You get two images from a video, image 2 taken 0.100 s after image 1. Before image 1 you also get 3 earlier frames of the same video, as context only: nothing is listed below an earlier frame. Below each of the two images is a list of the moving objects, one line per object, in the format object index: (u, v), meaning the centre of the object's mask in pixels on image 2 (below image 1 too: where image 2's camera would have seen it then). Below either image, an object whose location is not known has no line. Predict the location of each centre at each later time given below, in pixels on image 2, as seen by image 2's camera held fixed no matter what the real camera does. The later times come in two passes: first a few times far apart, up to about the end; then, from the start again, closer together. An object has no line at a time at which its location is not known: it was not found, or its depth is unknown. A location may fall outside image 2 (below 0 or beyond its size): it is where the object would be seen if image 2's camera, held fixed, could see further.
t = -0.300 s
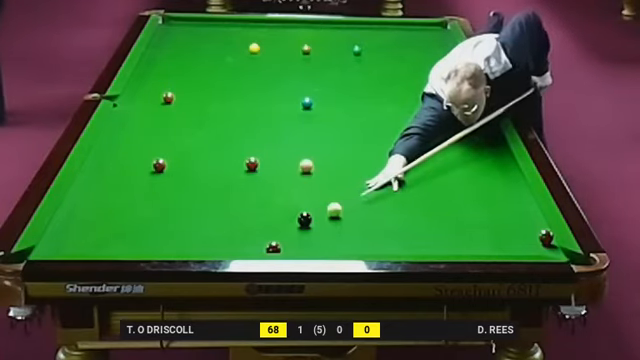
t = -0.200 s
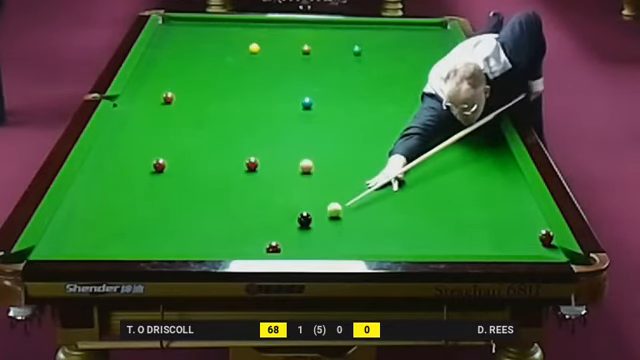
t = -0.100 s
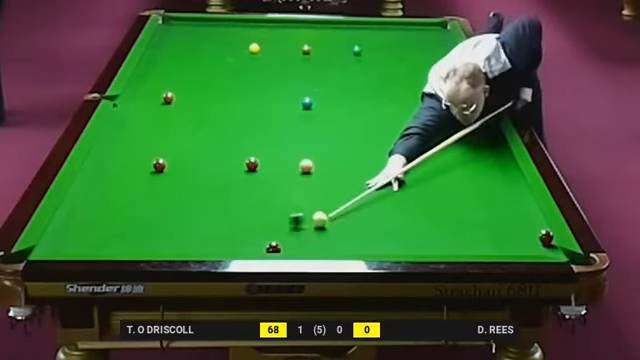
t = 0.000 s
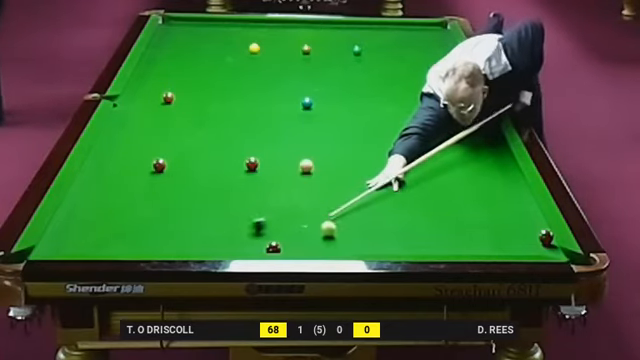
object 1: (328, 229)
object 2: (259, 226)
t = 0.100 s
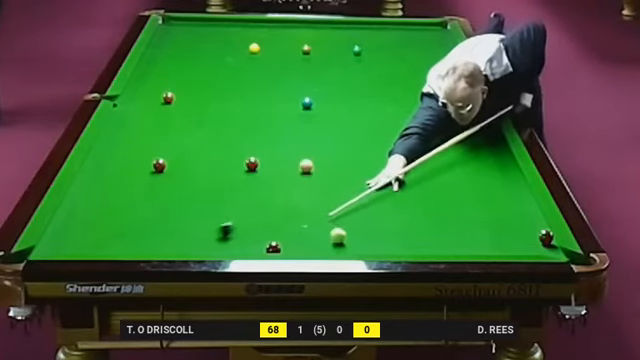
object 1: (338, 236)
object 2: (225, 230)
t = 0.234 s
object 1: (351, 243)
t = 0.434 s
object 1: (371, 250)
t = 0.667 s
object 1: (394, 245)
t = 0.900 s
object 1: (415, 238)
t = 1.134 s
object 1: (435, 231)
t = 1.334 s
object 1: (450, 226)
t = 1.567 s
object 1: (467, 220)
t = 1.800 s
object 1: (482, 215)
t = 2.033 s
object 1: (496, 210)
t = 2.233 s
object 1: (501, 205)
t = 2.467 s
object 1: (519, 202)
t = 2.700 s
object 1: (529, 199)
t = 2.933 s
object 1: (521, 197)
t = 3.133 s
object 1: (514, 196)
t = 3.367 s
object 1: (508, 194)
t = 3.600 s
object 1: (503, 194)
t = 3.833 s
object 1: (499, 193)
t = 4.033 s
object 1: (497, 192)
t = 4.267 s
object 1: (496, 192)
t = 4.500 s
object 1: (496, 192)
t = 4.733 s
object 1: (496, 192)
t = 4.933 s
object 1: (496, 192)
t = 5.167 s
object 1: (496, 192)
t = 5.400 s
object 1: (496, 192)
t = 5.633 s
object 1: (496, 192)
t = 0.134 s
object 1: (341, 238)
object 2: (215, 232)
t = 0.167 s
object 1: (344, 239)
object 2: (203, 233)
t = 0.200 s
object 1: (347, 241)
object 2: (193, 234)
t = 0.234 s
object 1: (351, 243)
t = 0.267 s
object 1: (354, 244)
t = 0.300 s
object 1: (358, 245)
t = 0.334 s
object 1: (361, 247)
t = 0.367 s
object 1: (365, 247)
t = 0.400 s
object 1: (368, 249)
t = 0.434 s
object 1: (371, 250)
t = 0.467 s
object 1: (375, 250)
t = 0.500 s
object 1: (379, 248)
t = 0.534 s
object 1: (382, 248)
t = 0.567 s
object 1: (385, 247)
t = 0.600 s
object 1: (388, 246)
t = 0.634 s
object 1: (391, 245)
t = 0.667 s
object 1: (394, 245)
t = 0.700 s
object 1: (398, 244)
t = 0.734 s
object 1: (401, 244)
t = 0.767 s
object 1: (404, 243)
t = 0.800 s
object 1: (406, 242)
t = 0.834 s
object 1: (409, 240)
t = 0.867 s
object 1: (413, 239)
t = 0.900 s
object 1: (415, 238)
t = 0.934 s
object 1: (418, 237)
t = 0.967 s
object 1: (421, 236)
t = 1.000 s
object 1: (424, 235)
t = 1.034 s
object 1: (426, 234)
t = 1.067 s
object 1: (429, 233)
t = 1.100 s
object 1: (432, 232)
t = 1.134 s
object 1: (435, 231)
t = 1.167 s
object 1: (437, 230)
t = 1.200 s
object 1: (440, 229)
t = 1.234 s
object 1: (442, 229)
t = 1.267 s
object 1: (445, 228)
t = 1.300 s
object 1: (447, 226)
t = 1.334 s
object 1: (450, 226)
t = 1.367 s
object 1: (452, 225)
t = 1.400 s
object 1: (455, 224)
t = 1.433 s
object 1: (458, 223)
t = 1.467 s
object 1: (460, 222)
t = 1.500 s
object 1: (462, 221)
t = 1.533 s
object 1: (464, 221)
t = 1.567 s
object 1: (467, 220)
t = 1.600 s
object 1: (469, 219)
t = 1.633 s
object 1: (471, 218)
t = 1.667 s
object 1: (473, 218)
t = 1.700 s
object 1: (475, 217)
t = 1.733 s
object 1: (478, 216)
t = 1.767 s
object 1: (480, 216)
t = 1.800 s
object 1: (482, 215)
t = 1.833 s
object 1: (484, 214)
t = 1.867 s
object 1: (486, 213)
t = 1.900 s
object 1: (488, 213)
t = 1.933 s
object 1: (490, 212)
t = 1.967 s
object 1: (492, 212)
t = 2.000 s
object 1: (494, 211)
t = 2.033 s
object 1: (496, 210)
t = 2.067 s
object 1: (498, 209)
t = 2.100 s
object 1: (500, 209)
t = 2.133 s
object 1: (502, 208)
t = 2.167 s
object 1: (503, 208)
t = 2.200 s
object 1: (504, 207)
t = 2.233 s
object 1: (501, 205)
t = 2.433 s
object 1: (518, 198)
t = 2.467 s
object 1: (519, 202)
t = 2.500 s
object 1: (520, 202)
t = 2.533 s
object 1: (521, 202)
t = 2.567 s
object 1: (523, 201)
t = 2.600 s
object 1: (524, 201)
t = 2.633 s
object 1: (526, 200)
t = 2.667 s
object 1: (527, 200)
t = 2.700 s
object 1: (529, 199)
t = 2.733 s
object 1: (528, 199)
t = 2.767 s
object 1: (527, 199)
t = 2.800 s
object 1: (526, 198)
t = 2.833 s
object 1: (524, 198)
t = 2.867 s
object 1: (523, 198)
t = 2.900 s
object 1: (522, 198)
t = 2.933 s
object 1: (521, 197)
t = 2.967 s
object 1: (520, 197)
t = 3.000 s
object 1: (519, 197)
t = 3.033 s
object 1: (518, 197)
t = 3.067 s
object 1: (517, 196)
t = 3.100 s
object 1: (516, 196)
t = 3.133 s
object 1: (514, 196)
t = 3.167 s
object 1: (514, 195)
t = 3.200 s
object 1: (512, 195)
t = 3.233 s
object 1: (512, 195)
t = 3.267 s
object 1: (511, 195)
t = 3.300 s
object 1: (510, 195)
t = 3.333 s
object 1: (509, 194)
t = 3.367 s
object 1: (508, 194)
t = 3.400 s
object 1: (508, 194)
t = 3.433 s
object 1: (507, 194)
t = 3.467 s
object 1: (506, 194)
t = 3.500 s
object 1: (505, 194)
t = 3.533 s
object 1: (504, 194)
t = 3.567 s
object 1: (504, 194)
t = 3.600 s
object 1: (503, 194)
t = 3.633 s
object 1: (502, 193)
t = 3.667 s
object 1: (502, 193)
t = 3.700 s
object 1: (501, 193)
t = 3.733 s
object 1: (501, 193)
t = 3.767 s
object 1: (500, 193)
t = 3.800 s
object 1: (500, 193)
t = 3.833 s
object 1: (499, 193)
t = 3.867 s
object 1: (499, 192)
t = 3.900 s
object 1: (499, 192)
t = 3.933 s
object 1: (498, 193)
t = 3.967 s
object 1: (498, 192)
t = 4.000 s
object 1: (498, 192)
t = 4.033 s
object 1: (497, 192)
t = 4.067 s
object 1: (497, 192)
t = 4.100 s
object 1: (497, 192)
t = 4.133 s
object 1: (496, 192)
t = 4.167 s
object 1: (496, 192)
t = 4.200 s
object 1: (496, 192)
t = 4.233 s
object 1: (496, 192)
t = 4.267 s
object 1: (496, 192)
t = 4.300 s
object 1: (496, 192)
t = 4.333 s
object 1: (496, 192)
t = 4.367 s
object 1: (496, 192)
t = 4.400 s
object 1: (496, 192)
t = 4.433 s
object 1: (496, 192)
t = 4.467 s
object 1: (496, 192)
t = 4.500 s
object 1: (496, 192)
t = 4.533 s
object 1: (496, 192)
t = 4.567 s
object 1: (496, 192)
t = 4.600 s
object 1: (496, 192)
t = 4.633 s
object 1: (496, 192)
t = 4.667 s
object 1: (496, 192)
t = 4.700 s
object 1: (496, 192)
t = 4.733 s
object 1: (496, 192)
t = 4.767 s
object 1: (496, 192)
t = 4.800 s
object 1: (496, 192)
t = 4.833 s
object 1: (496, 192)
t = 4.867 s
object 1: (496, 192)
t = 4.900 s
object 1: (496, 192)
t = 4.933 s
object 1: (496, 192)
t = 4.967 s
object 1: (496, 192)
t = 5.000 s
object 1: (496, 192)
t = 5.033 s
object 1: (496, 192)
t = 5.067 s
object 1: (496, 192)
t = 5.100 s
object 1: (496, 192)
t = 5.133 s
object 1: (496, 192)
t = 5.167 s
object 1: (496, 192)
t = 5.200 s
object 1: (496, 192)
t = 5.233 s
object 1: (496, 192)
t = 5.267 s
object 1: (496, 192)
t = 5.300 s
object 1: (496, 192)
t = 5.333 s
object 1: (496, 192)
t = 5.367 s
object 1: (496, 192)
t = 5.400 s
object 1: (496, 192)
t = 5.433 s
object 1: (496, 192)
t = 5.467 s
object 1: (496, 192)
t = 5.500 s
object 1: (496, 192)
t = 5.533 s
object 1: (496, 192)
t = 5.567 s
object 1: (496, 192)
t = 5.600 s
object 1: (496, 192)
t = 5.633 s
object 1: (496, 192)
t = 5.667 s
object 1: (496, 192)
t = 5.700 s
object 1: (496, 192)
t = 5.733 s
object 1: (496, 192)
